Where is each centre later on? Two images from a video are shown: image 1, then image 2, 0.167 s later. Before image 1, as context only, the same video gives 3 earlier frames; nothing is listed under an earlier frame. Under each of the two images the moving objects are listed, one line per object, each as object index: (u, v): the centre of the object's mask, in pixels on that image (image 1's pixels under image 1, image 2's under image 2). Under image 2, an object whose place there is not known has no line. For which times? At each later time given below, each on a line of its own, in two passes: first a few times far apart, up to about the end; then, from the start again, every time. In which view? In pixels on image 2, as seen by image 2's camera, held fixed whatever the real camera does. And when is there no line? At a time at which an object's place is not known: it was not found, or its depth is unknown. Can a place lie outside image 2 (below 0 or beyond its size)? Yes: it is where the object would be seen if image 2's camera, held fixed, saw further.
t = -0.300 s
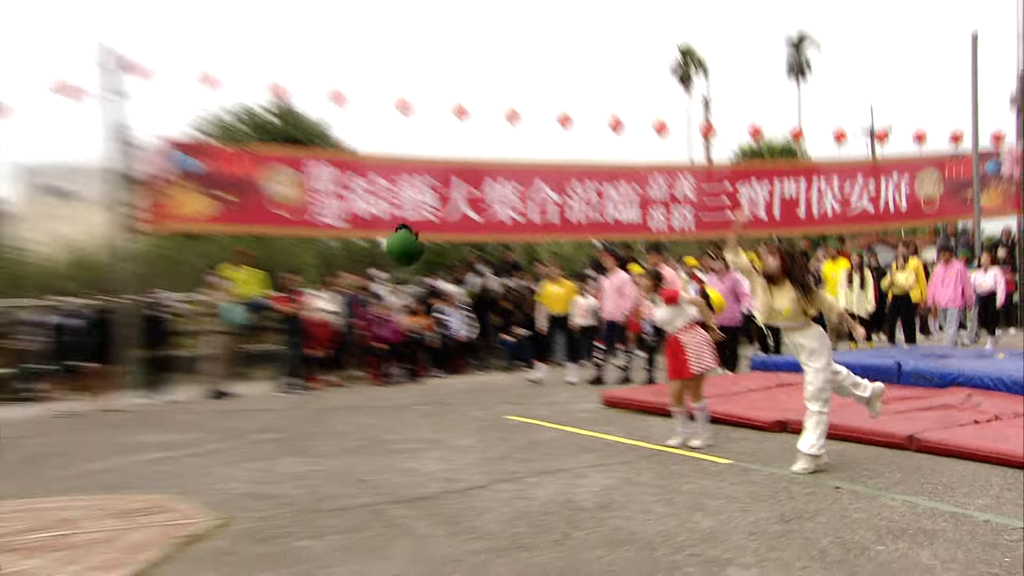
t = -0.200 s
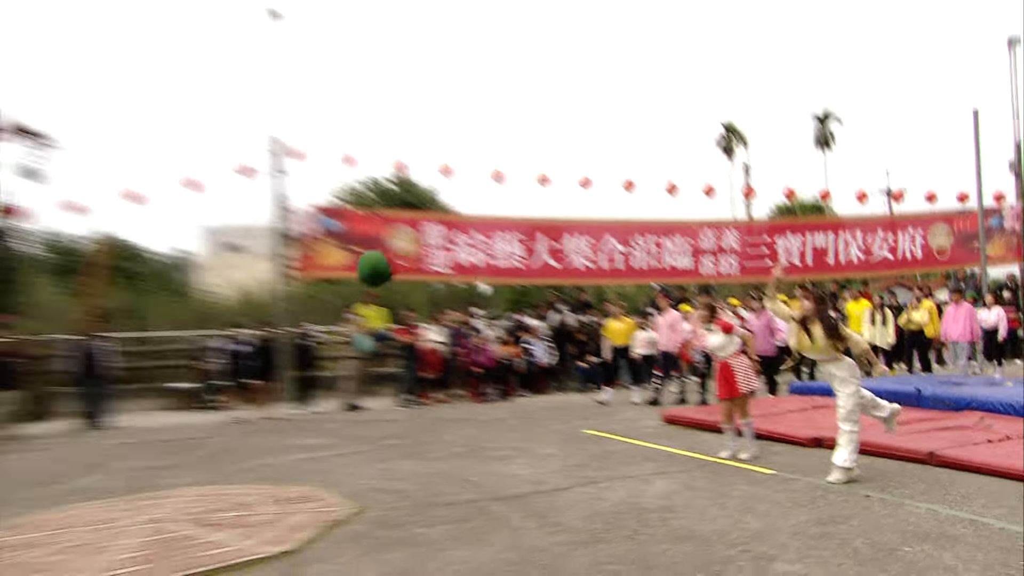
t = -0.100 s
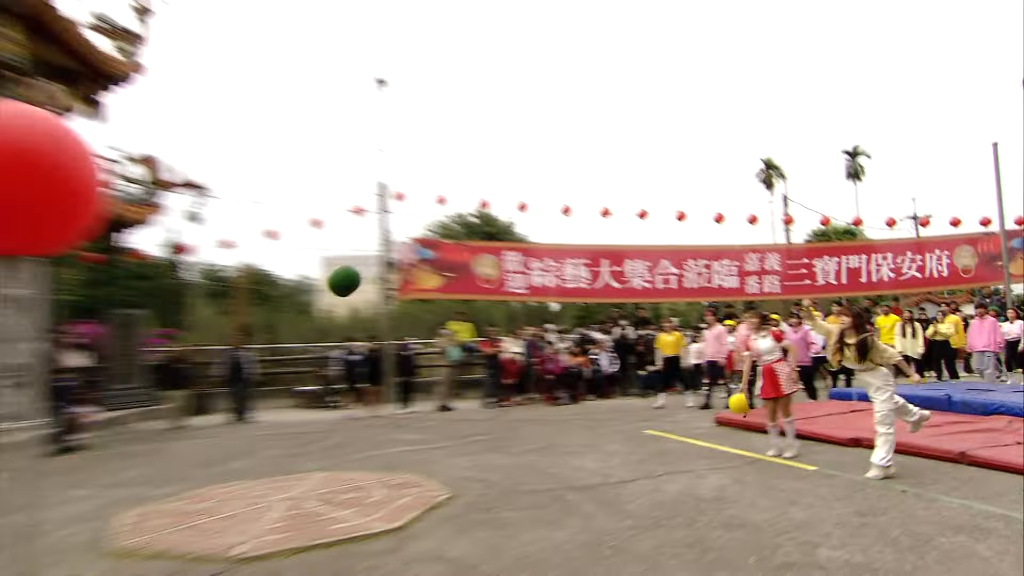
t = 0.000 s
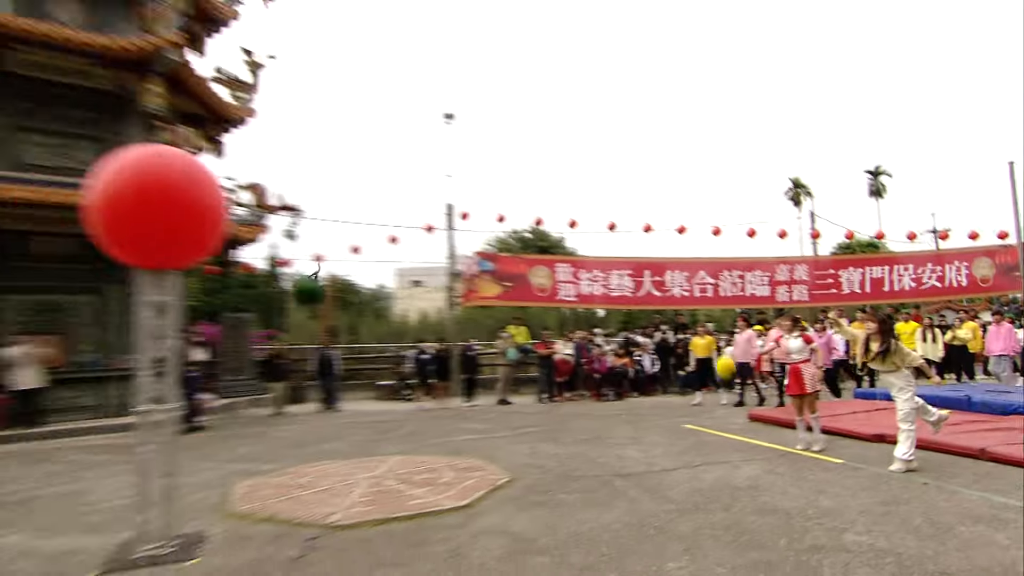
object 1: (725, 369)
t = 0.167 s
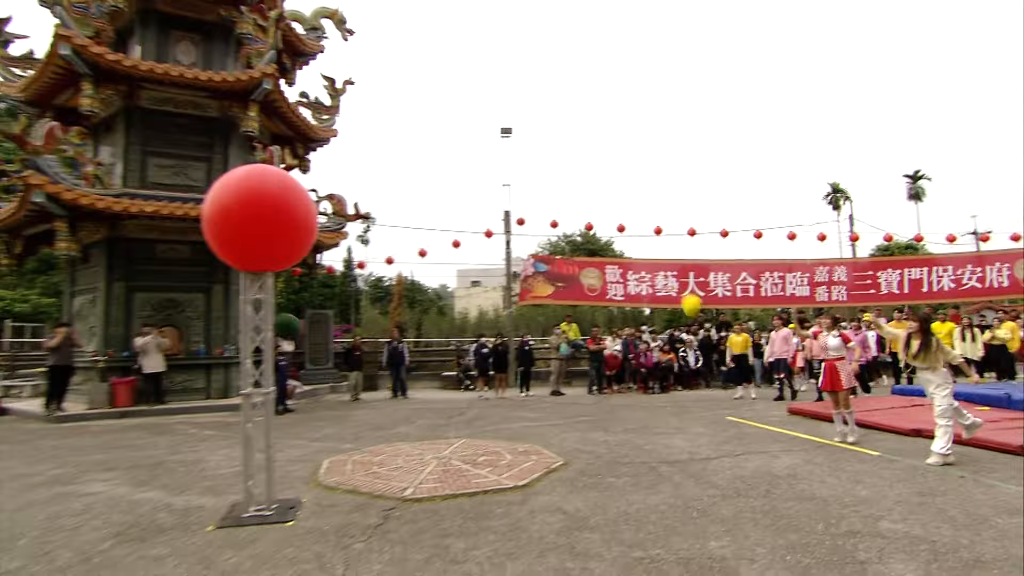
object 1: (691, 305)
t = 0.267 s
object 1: (641, 277)
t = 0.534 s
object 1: (498, 245)
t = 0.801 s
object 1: (340, 278)
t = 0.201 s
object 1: (675, 295)
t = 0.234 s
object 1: (656, 285)
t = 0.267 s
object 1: (641, 277)
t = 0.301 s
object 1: (625, 271)
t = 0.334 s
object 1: (606, 264)
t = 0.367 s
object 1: (589, 258)
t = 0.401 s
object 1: (571, 253)
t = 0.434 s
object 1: (556, 248)
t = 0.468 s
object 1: (536, 248)
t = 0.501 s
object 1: (516, 246)
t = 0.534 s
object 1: (498, 245)
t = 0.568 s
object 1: (481, 246)
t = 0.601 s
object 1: (460, 247)
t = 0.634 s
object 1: (442, 250)
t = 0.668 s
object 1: (421, 253)
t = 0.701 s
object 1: (401, 256)
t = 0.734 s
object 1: (382, 261)
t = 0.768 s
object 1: (361, 269)
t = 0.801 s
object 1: (340, 278)
